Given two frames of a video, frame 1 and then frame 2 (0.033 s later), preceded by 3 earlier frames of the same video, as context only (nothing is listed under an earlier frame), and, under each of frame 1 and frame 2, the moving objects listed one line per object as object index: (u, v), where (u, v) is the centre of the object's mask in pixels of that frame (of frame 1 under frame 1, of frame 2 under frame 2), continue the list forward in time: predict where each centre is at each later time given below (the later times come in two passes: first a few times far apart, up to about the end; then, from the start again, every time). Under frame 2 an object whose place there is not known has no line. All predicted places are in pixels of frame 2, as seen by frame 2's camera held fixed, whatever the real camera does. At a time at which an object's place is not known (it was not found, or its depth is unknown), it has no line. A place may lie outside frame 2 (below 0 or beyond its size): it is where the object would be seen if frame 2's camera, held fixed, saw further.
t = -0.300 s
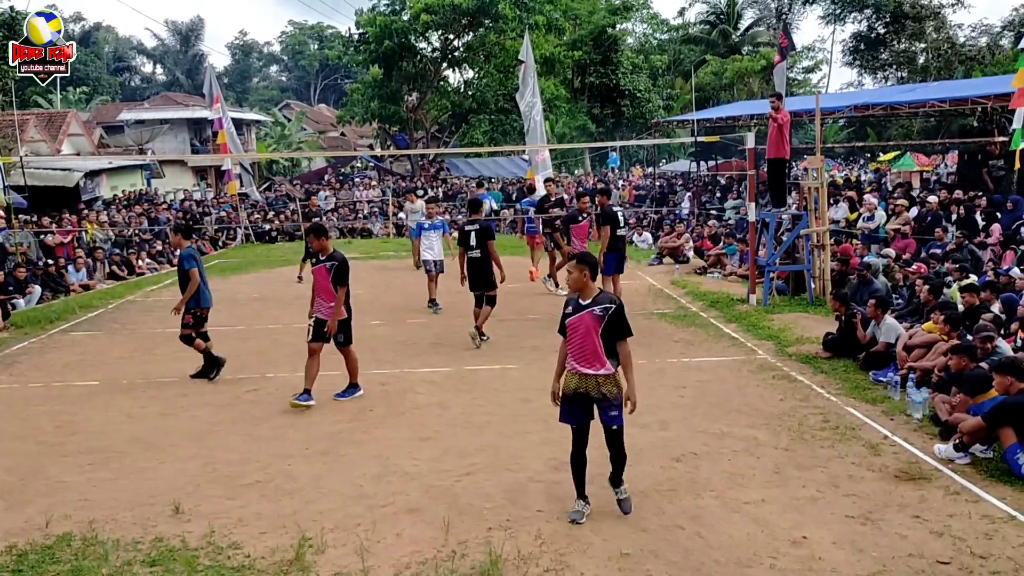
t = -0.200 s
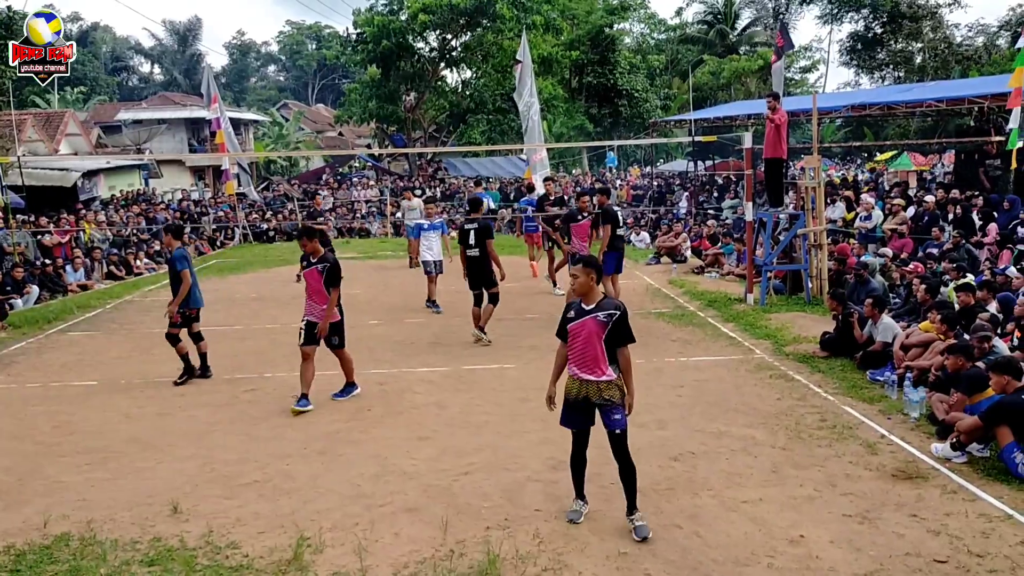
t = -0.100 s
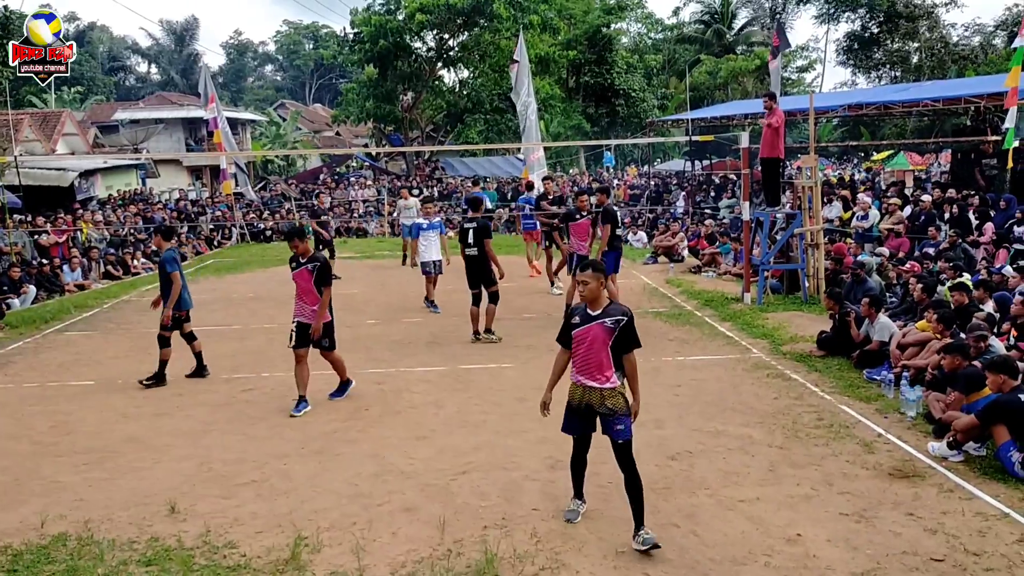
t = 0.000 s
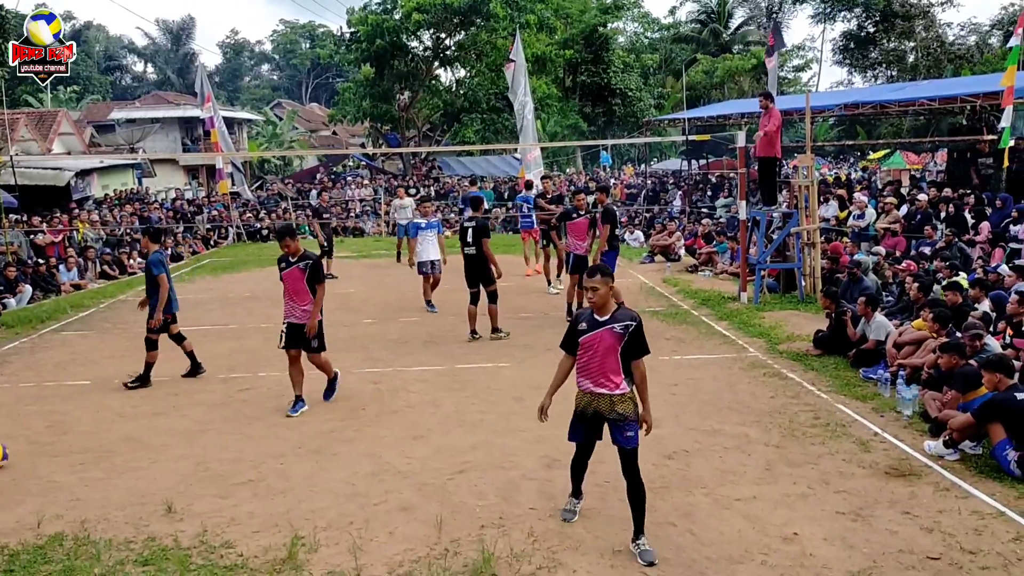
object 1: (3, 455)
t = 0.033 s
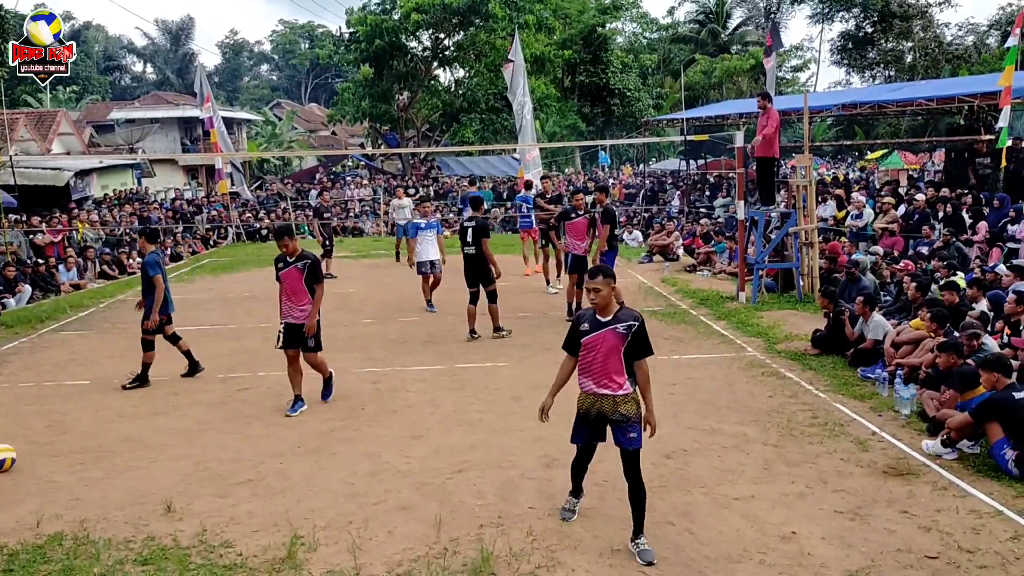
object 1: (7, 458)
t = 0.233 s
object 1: (53, 477)
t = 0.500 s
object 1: (135, 502)
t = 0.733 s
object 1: (220, 526)
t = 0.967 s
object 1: (317, 553)
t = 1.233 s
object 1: (444, 576)
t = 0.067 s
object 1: (11, 462)
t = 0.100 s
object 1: (18, 465)
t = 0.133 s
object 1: (27, 467)
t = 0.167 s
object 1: (35, 469)
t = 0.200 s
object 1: (45, 472)
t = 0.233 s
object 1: (53, 477)
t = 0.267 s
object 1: (63, 481)
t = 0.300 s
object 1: (72, 482)
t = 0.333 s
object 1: (82, 482)
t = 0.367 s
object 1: (92, 486)
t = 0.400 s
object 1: (102, 490)
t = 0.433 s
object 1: (114, 498)
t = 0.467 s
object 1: (124, 500)
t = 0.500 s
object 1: (135, 502)
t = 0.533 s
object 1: (147, 507)
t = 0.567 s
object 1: (159, 512)
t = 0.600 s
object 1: (171, 514)
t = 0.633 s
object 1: (184, 519)
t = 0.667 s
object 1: (196, 524)
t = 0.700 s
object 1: (208, 525)
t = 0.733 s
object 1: (220, 526)
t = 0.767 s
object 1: (233, 528)
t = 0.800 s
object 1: (246, 533)
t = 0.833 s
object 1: (259, 538)
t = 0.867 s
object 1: (274, 547)
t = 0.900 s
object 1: (287, 550)
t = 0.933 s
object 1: (302, 549)
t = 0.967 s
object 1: (317, 553)
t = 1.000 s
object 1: (333, 558)
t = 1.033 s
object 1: (348, 563)
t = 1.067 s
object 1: (364, 569)
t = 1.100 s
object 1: (380, 573)
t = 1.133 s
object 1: (396, 573)
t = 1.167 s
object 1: (411, 573)
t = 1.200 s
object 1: (427, 574)
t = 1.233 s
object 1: (444, 576)
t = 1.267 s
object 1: (461, 579)
